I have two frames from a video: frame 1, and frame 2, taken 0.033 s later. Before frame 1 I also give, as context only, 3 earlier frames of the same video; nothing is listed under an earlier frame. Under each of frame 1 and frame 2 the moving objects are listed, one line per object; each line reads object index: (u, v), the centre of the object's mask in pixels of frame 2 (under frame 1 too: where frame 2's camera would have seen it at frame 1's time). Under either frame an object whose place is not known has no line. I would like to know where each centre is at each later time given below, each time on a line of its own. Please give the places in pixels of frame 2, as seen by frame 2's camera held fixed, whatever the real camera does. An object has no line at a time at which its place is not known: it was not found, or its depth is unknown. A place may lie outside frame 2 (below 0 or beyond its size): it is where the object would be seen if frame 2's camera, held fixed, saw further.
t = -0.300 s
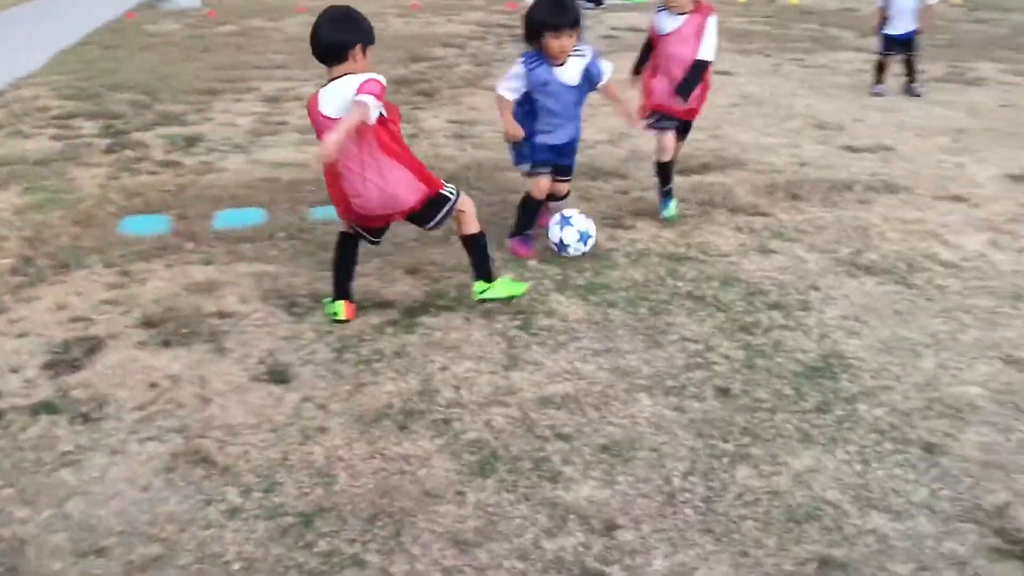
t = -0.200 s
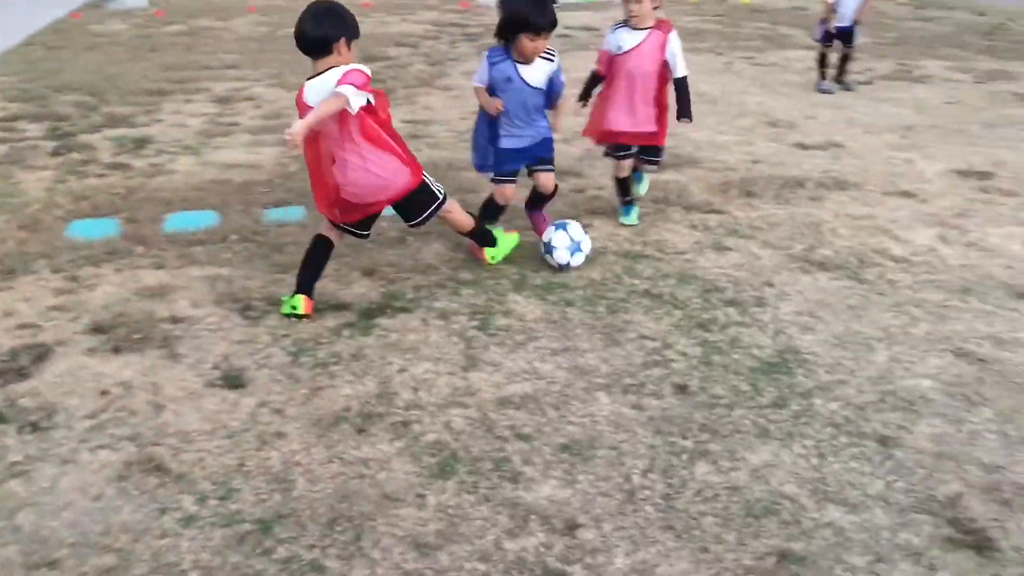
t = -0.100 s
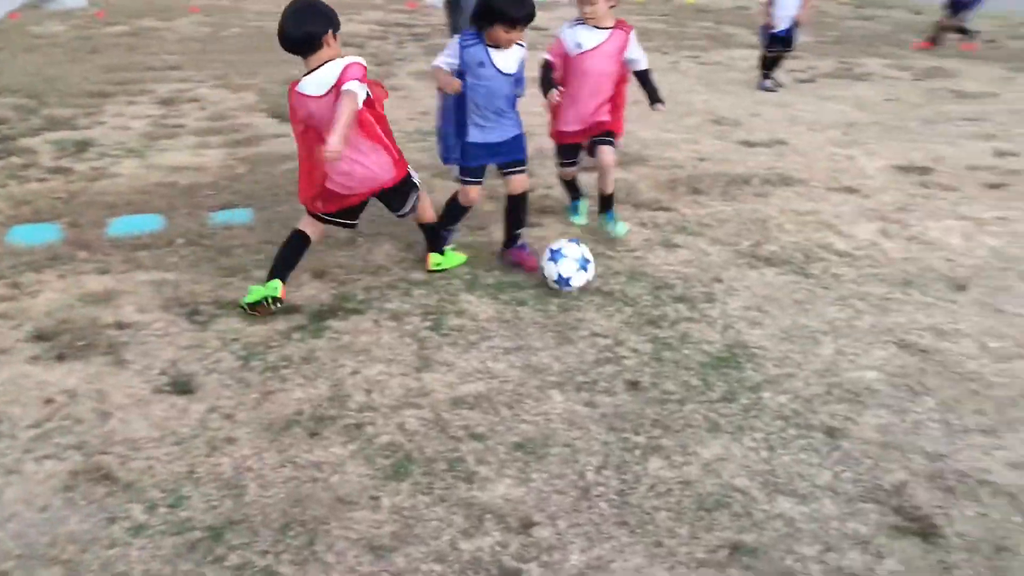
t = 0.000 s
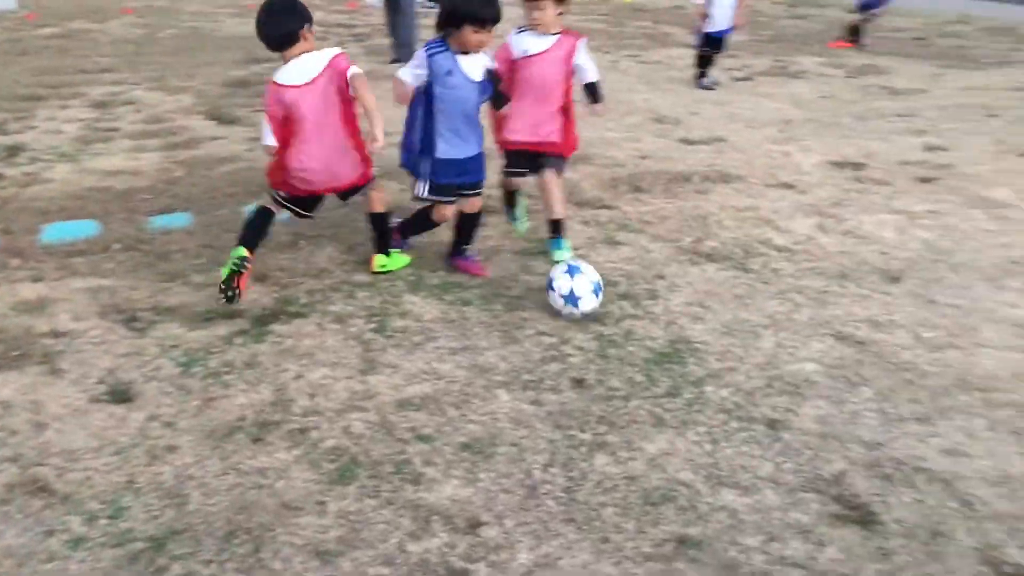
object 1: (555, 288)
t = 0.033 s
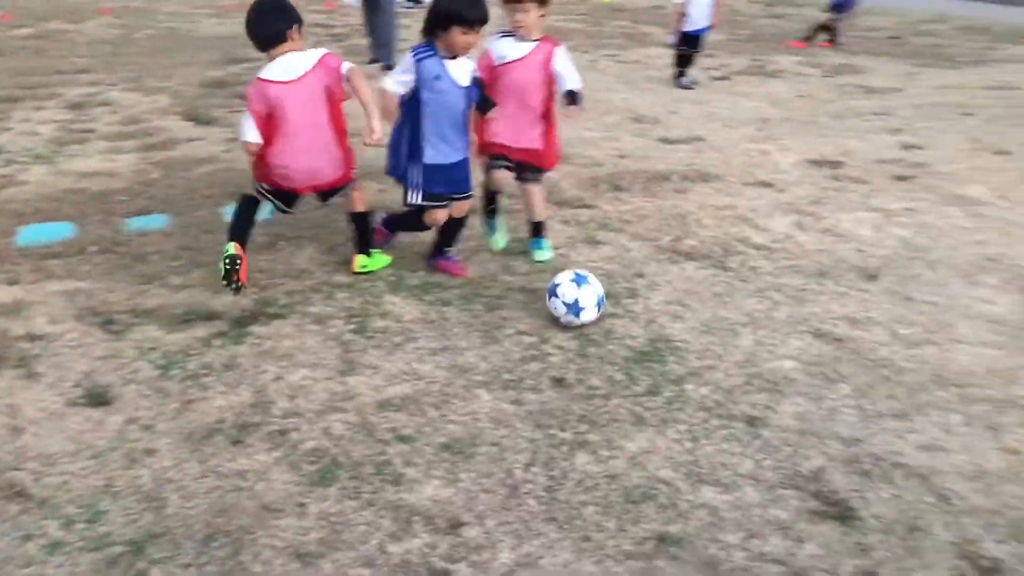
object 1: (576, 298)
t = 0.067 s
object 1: (593, 300)
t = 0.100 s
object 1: (612, 306)
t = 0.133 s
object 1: (629, 316)
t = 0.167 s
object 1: (649, 326)
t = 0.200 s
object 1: (666, 333)
